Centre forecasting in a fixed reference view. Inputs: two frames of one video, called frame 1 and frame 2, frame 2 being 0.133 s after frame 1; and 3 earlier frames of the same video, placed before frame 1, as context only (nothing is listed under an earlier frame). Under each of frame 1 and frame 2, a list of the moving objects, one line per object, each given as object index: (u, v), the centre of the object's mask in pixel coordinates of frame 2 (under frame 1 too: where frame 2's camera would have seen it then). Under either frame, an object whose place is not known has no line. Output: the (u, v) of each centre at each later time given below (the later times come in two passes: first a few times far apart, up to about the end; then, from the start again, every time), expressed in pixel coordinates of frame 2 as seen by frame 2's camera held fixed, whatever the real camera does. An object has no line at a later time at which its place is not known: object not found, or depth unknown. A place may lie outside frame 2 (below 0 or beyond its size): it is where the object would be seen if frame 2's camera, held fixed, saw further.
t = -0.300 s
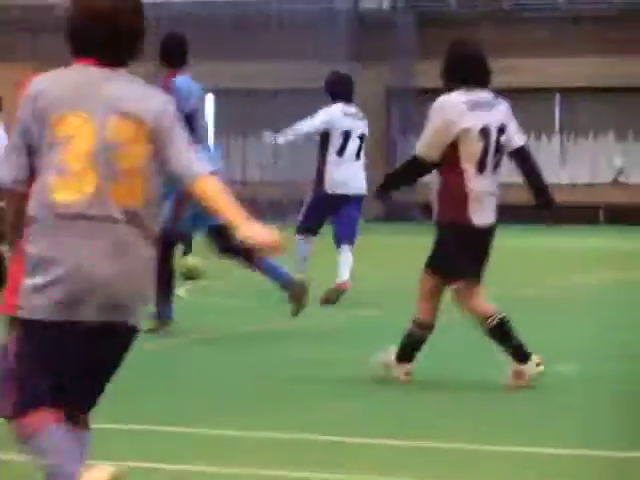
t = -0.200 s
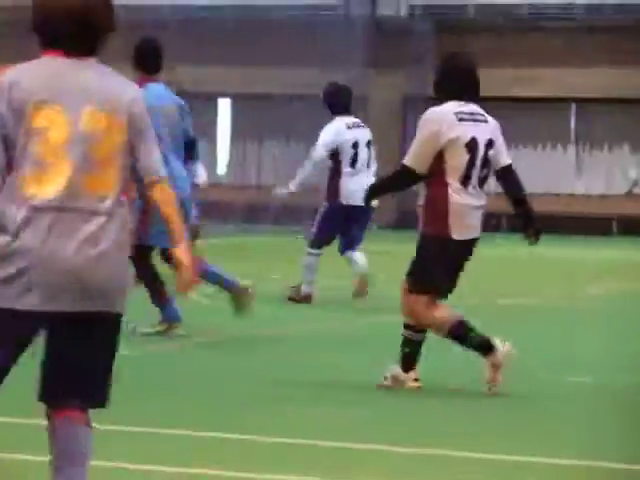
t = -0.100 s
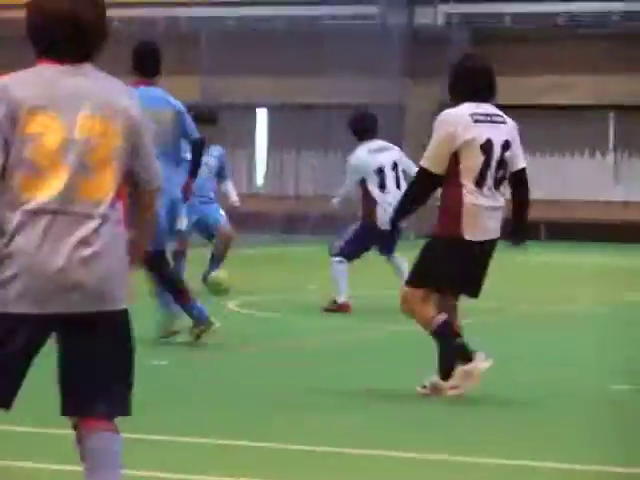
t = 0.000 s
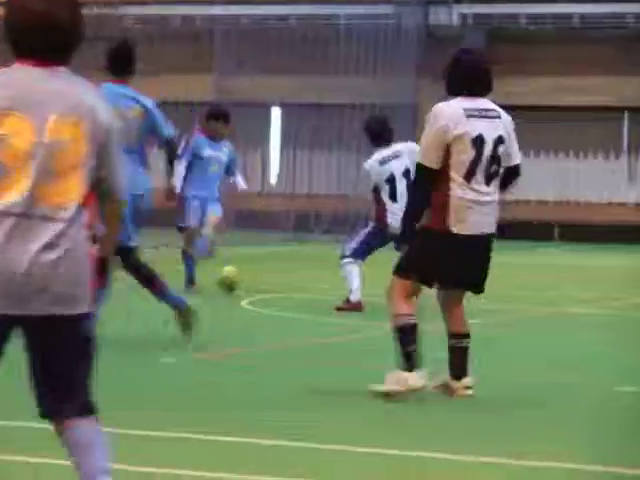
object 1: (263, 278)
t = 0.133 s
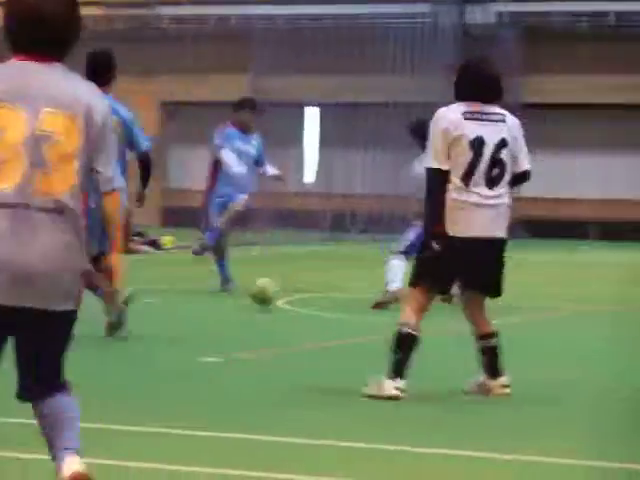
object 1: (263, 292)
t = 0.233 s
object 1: (259, 304)
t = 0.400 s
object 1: (249, 321)
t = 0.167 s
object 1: (263, 300)
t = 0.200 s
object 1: (260, 302)
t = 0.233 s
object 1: (259, 304)
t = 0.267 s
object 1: (258, 309)
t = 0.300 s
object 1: (257, 311)
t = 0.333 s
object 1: (254, 314)
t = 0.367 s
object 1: (251, 317)
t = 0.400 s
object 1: (249, 321)
